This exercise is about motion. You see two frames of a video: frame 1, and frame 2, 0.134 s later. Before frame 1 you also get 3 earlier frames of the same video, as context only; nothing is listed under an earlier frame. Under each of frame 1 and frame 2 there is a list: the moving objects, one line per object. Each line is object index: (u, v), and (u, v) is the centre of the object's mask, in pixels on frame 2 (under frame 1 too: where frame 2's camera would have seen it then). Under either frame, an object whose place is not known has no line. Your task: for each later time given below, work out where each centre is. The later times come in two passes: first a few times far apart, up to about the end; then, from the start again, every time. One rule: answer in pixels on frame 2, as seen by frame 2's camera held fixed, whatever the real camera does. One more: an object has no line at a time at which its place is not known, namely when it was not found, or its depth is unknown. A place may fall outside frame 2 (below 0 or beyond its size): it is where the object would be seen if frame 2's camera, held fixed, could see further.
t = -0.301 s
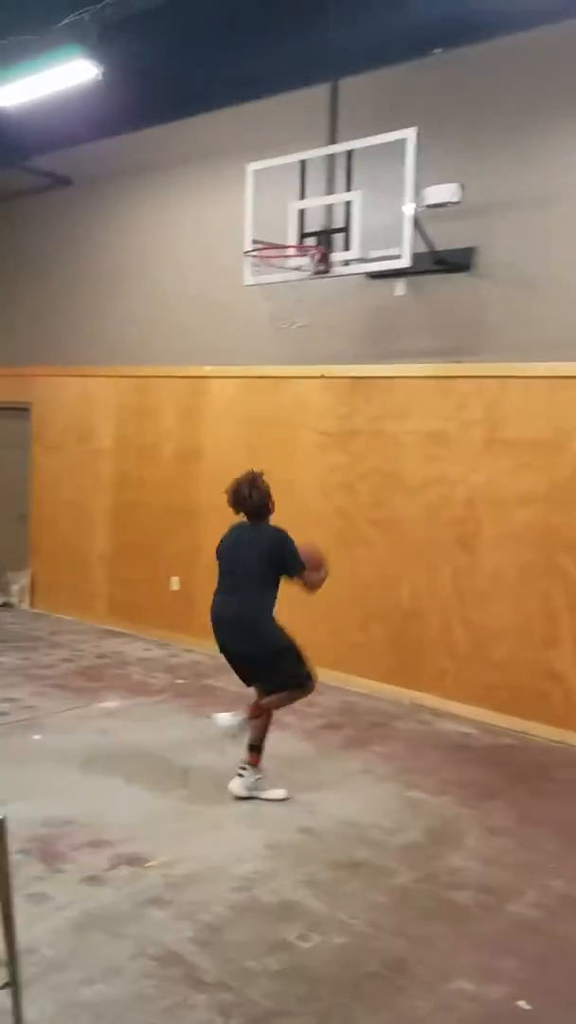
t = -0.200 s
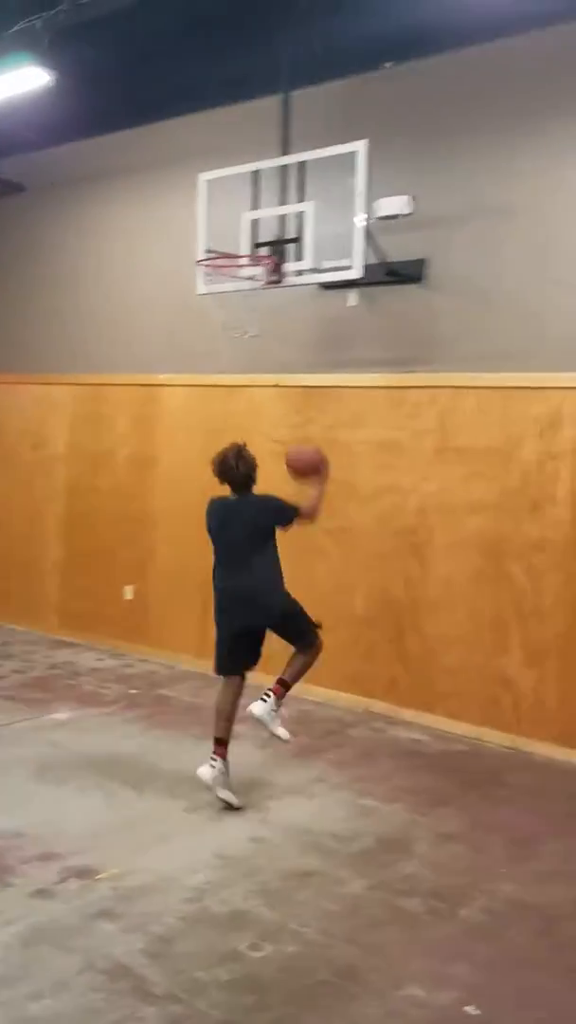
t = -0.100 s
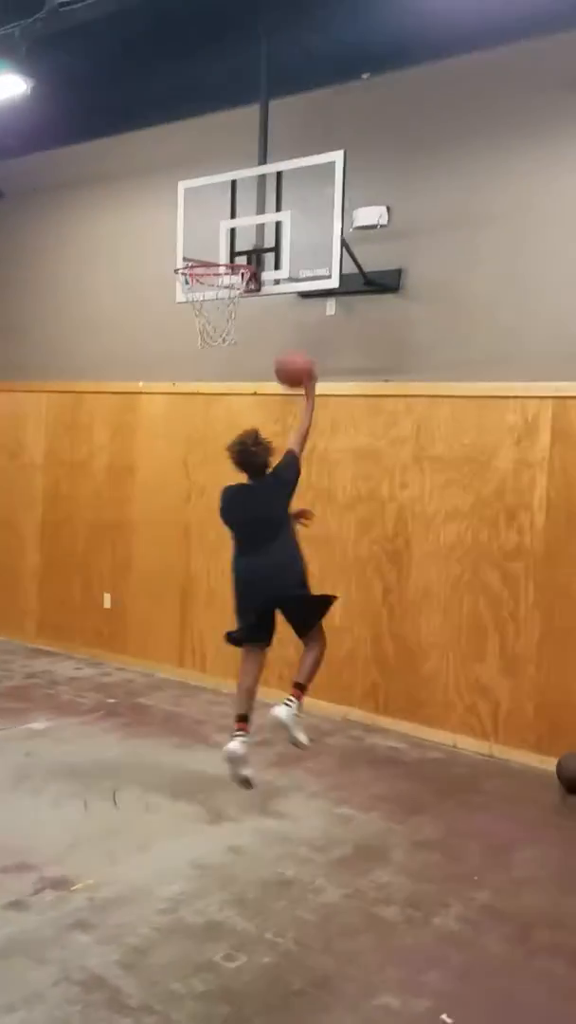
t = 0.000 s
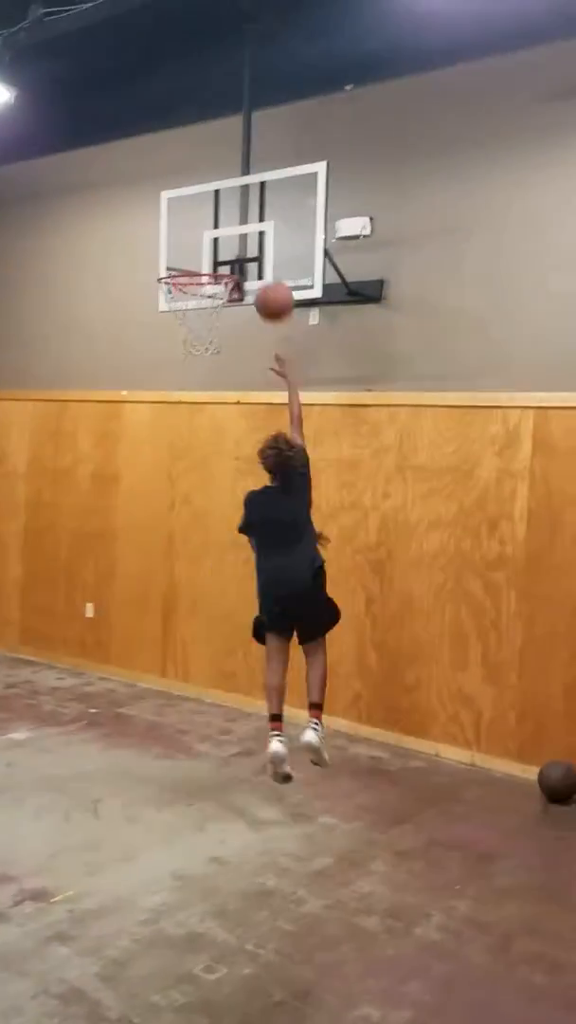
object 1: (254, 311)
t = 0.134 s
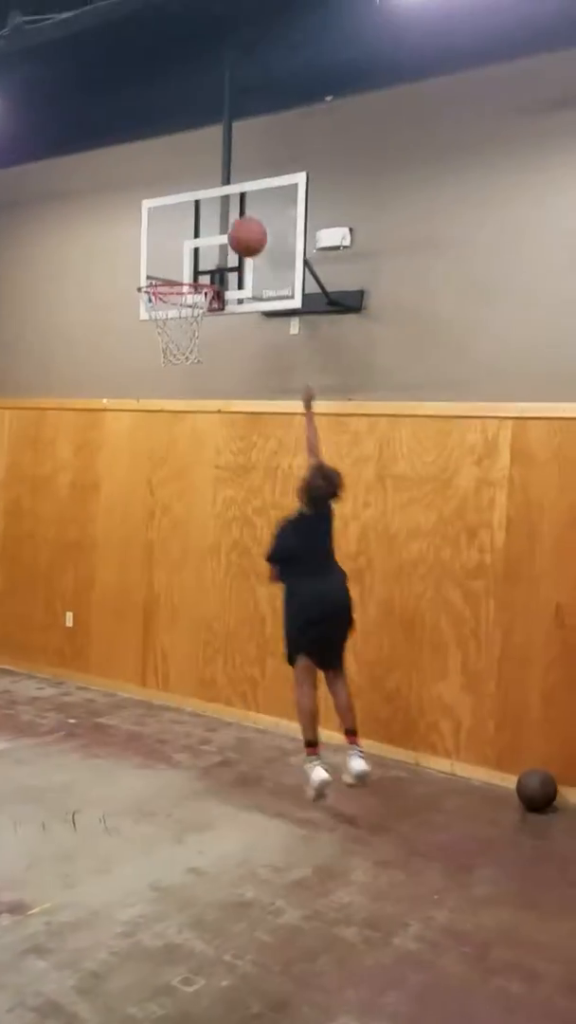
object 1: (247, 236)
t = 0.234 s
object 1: (242, 203)
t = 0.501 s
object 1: (200, 202)
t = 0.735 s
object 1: (165, 267)
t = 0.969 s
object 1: (155, 233)
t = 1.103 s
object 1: (146, 251)
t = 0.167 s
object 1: (246, 223)
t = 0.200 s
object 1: (244, 212)
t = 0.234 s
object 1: (242, 203)
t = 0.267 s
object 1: (238, 195)
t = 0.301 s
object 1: (233, 191)
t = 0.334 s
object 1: (229, 189)
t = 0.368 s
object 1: (222, 187)
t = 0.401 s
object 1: (218, 188)
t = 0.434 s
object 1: (212, 191)
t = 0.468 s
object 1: (206, 196)
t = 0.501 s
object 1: (200, 202)
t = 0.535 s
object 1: (195, 210)
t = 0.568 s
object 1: (189, 220)
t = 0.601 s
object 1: (183, 232)
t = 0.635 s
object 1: (177, 245)
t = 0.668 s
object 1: (171, 260)
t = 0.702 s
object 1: (165, 274)
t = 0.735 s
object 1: (165, 267)
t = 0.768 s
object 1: (163, 257)
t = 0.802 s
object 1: (162, 249)
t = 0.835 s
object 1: (161, 242)
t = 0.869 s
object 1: (160, 237)
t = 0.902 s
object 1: (158, 234)
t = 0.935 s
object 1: (156, 232)
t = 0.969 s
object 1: (155, 233)
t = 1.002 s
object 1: (153, 234)
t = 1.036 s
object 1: (150, 238)
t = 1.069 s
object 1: (148, 244)
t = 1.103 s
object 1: (146, 251)
